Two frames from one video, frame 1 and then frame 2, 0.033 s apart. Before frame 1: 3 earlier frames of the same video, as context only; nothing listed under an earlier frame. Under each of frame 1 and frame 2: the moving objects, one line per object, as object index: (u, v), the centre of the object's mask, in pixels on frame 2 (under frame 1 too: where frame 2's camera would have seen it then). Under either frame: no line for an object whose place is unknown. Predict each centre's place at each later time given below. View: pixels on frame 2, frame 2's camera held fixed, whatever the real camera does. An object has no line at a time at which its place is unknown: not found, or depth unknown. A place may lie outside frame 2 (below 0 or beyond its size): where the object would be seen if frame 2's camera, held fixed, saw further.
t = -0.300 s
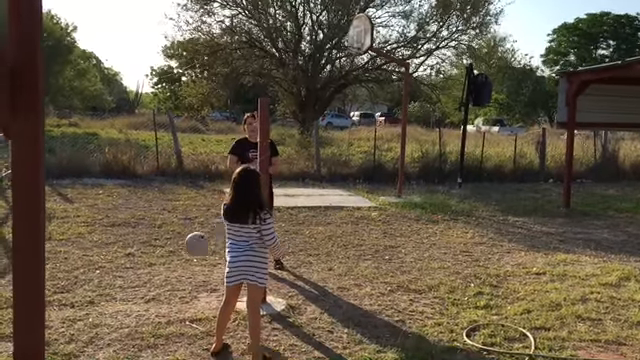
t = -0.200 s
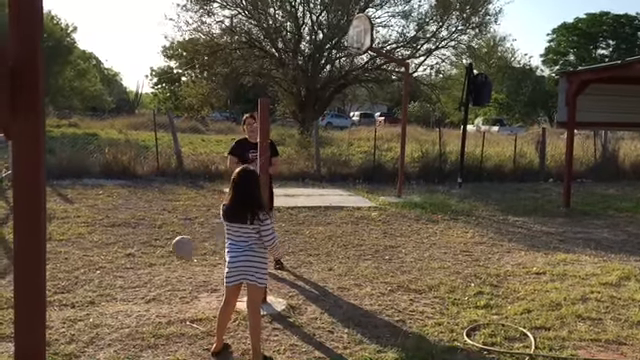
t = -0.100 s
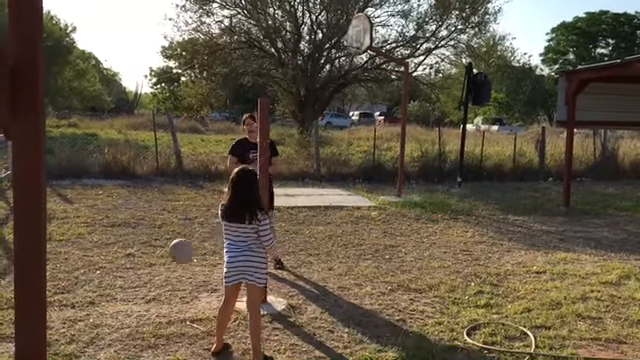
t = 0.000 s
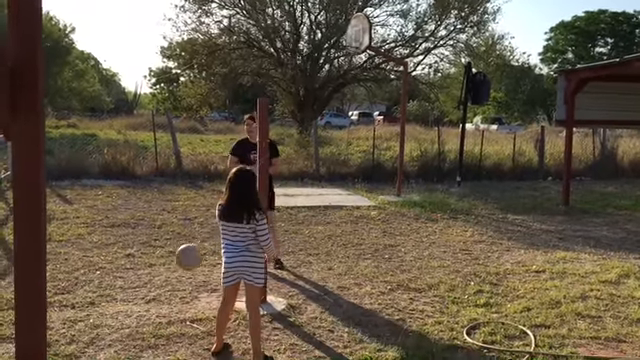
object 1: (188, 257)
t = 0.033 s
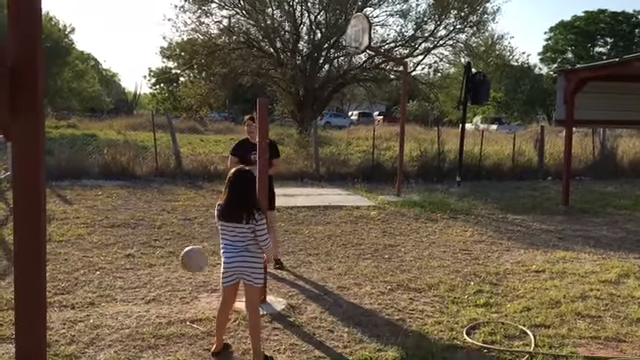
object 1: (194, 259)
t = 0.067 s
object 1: (199, 261)
